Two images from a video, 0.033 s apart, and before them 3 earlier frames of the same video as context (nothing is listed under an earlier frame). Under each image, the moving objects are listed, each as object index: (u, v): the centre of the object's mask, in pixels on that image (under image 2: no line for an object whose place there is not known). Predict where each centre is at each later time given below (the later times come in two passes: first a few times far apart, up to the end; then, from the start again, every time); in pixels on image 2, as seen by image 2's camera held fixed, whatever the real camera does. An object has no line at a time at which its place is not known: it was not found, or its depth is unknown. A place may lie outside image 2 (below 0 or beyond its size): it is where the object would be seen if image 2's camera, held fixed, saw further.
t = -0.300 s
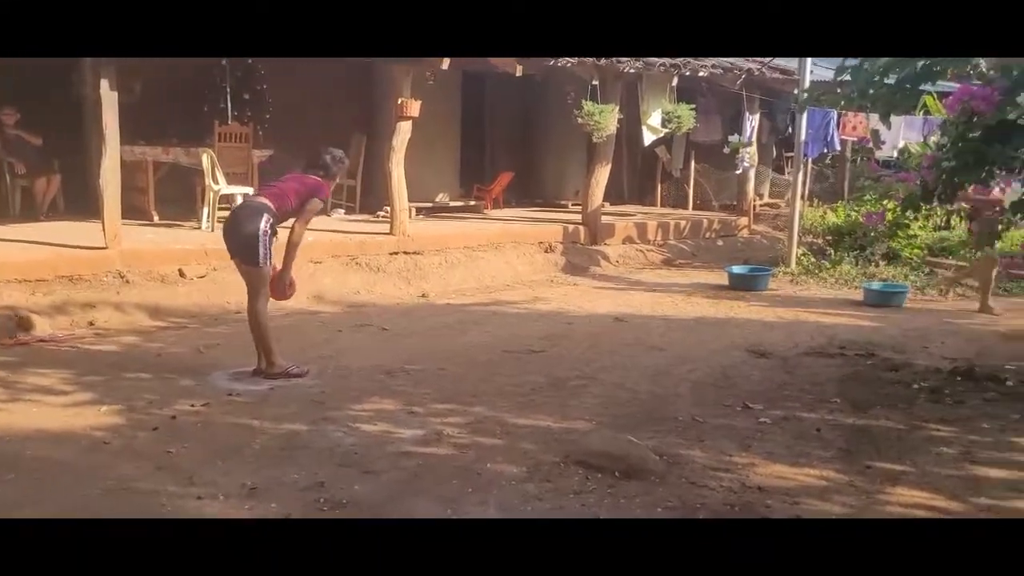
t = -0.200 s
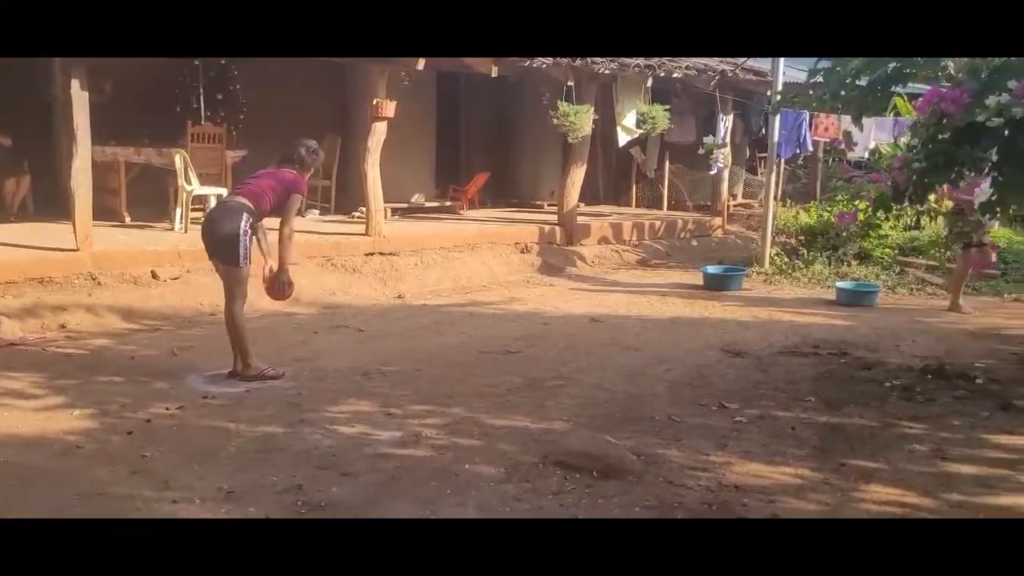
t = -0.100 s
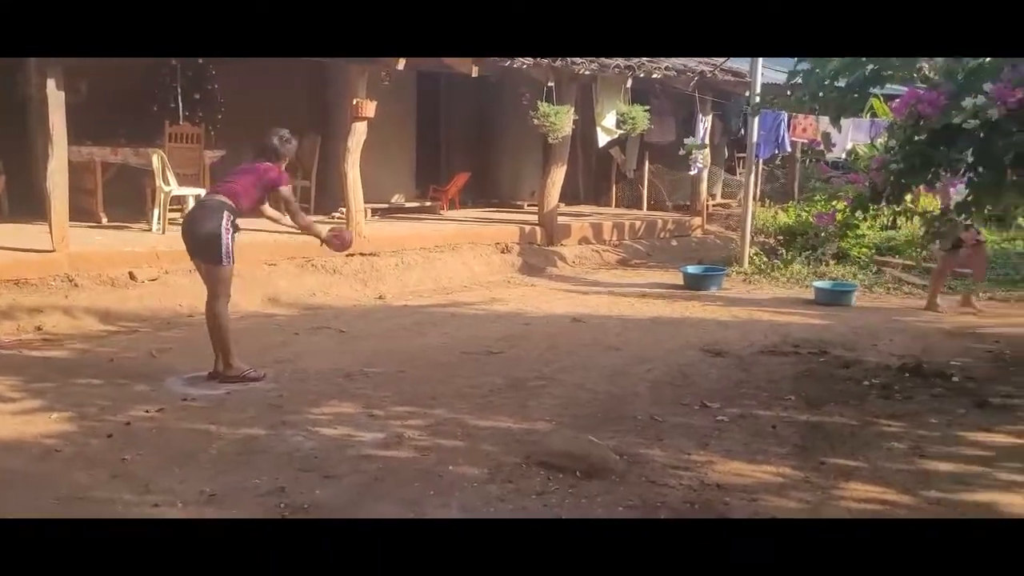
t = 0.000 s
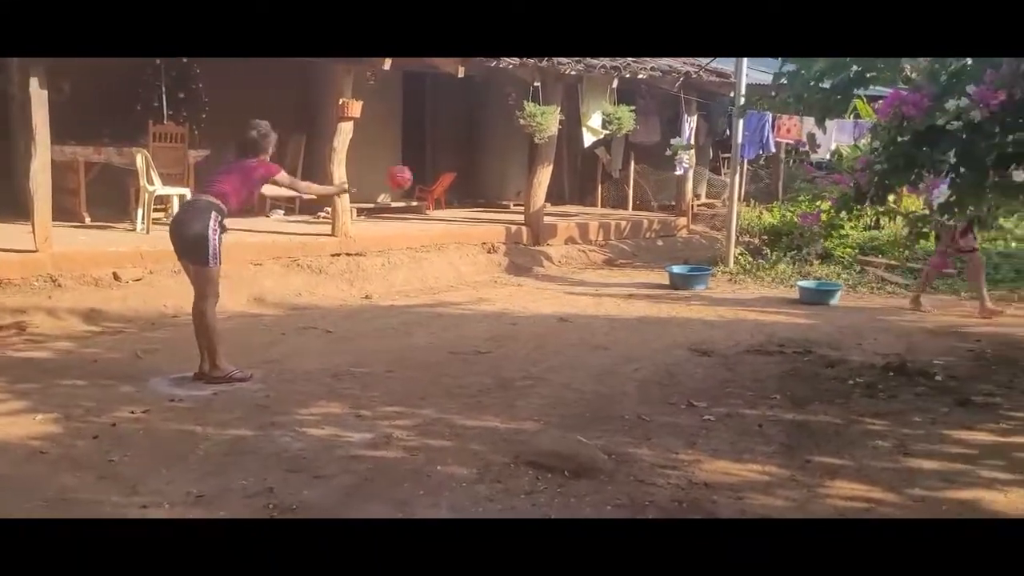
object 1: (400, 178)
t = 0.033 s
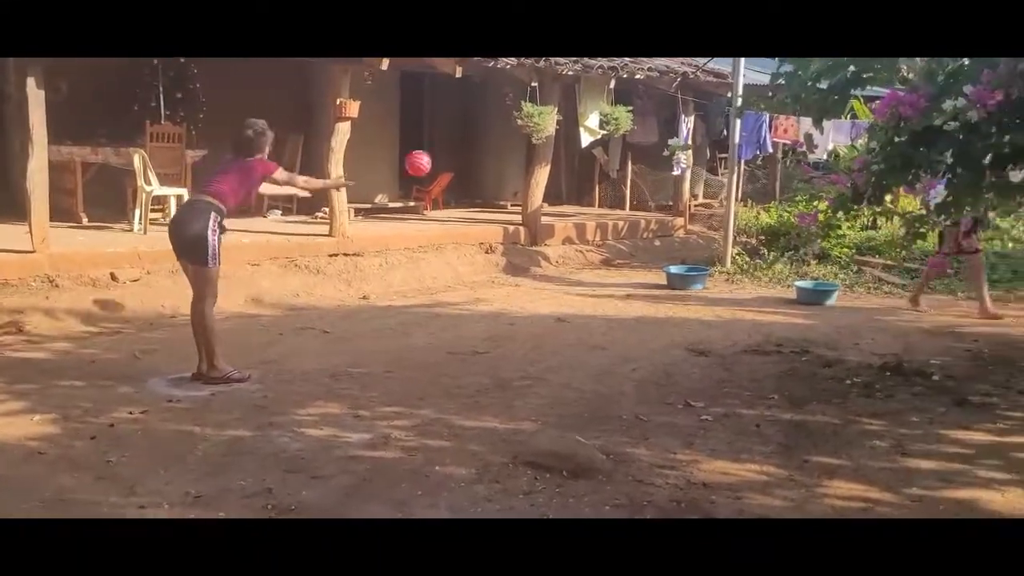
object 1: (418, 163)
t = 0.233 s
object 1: (515, 122)
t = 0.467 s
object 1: (588, 148)
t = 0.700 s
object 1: (636, 220)
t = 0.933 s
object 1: (663, 250)
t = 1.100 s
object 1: (673, 222)
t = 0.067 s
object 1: (438, 151)
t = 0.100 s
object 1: (456, 141)
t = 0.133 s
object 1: (472, 133)
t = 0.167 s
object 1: (487, 127)
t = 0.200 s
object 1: (502, 124)
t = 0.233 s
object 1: (515, 122)
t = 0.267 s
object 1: (527, 122)
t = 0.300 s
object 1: (538, 123)
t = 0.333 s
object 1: (551, 124)
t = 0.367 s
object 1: (561, 128)
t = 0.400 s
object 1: (570, 133)
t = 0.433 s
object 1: (578, 140)
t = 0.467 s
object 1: (588, 148)
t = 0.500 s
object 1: (597, 154)
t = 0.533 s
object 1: (605, 163)
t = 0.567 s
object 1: (612, 172)
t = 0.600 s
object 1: (619, 183)
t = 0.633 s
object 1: (626, 195)
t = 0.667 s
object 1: (632, 207)
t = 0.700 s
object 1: (636, 220)
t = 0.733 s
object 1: (641, 232)
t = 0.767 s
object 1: (647, 246)
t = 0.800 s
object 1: (655, 261)
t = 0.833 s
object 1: (655, 275)
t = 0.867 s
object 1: (657, 267)
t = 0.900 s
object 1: (660, 258)
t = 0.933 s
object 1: (663, 250)
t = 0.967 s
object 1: (666, 242)
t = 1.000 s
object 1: (668, 236)
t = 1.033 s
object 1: (670, 230)
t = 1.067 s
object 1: (672, 226)
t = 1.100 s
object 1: (673, 222)
